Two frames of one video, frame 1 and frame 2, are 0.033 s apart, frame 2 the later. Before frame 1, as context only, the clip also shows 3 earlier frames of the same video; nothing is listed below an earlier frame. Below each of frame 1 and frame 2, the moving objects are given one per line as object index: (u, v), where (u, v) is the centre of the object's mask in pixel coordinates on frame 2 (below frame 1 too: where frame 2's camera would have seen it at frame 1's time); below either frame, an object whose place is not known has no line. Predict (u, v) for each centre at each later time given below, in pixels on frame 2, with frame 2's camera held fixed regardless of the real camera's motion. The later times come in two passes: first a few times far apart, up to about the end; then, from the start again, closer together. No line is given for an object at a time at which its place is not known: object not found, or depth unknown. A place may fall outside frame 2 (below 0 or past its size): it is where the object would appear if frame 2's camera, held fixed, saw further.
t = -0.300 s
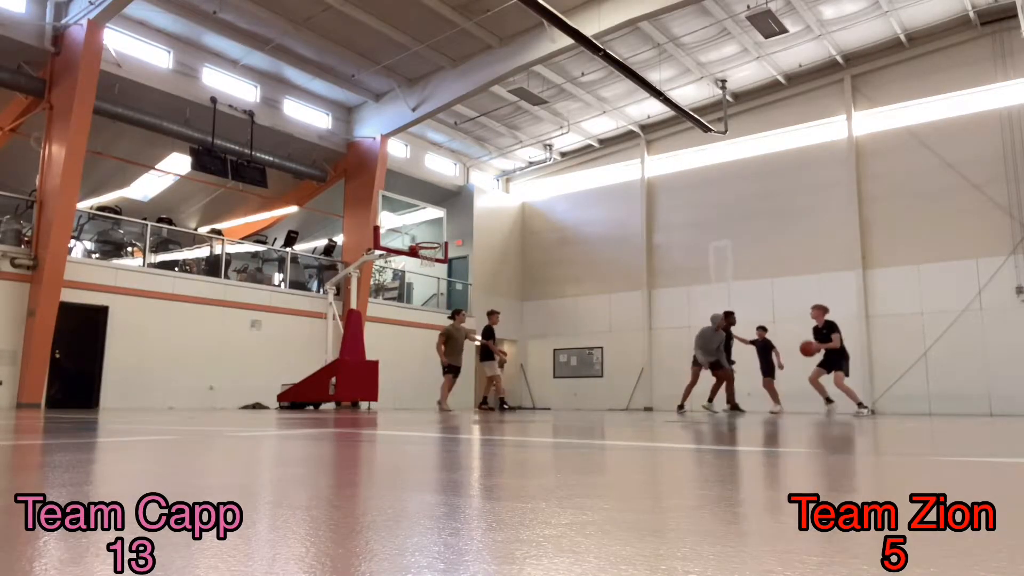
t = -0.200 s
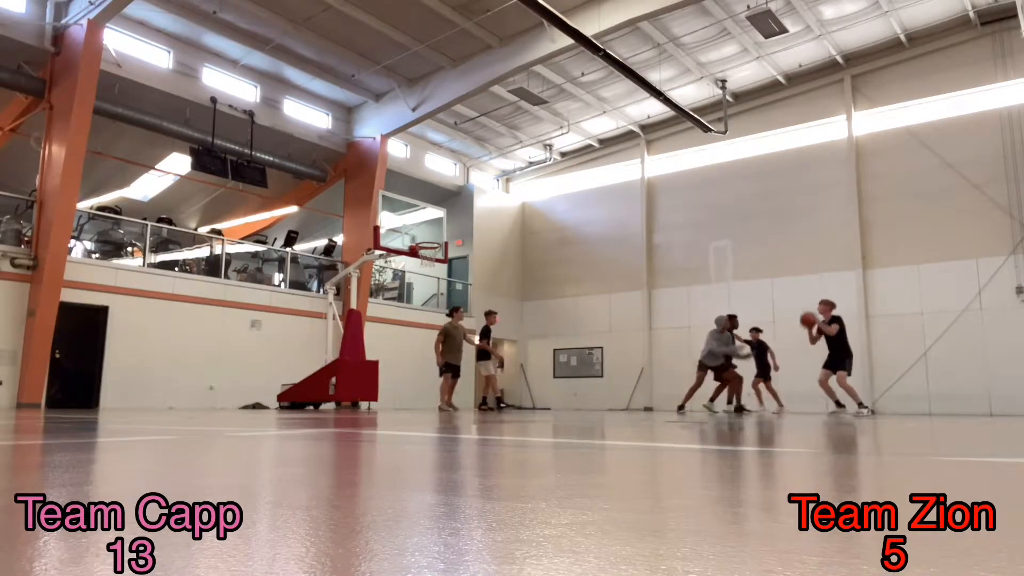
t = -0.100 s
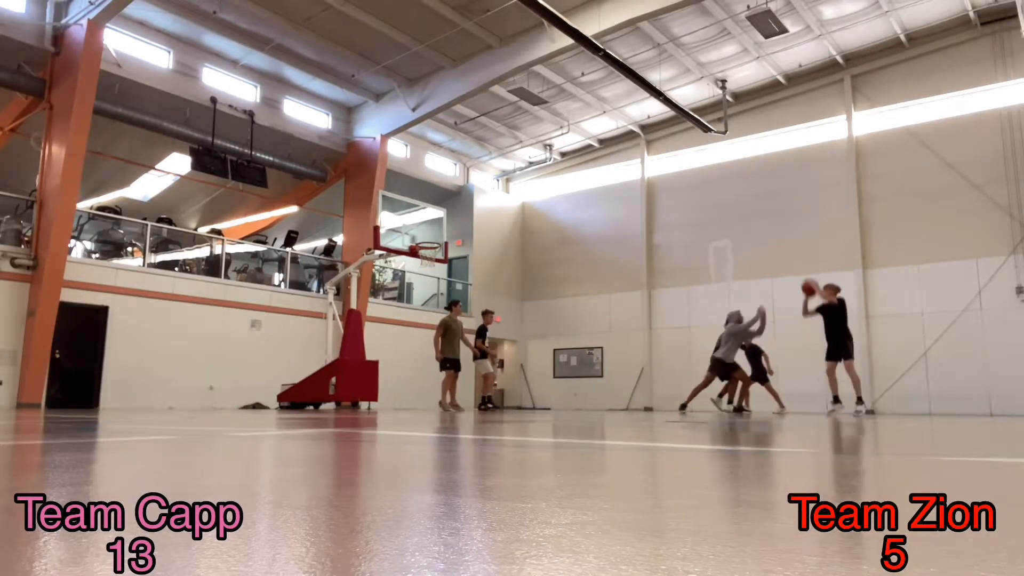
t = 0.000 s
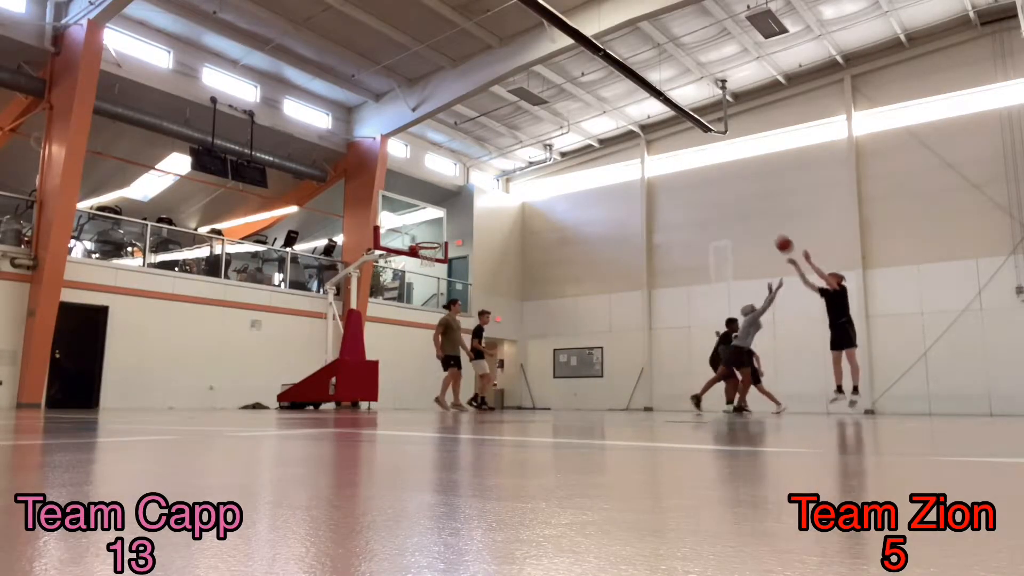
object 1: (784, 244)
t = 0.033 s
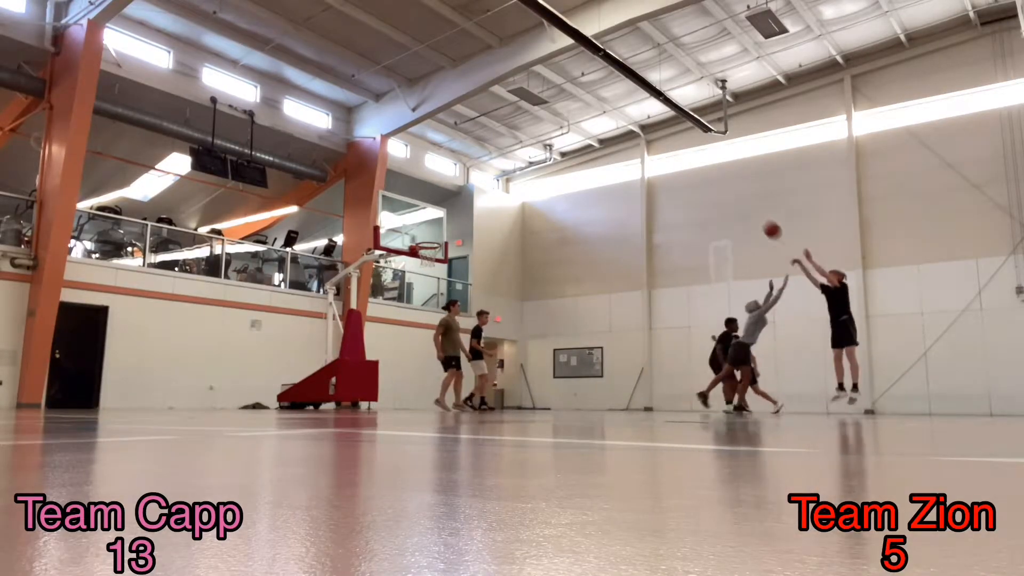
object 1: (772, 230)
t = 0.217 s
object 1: (712, 170)
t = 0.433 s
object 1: (649, 128)
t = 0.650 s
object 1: (594, 116)
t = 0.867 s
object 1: (543, 129)
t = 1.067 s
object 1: (499, 160)
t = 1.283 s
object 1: (453, 216)
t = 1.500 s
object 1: (422, 231)
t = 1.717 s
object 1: (432, 225)
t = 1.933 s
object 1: (450, 240)
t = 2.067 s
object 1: (462, 261)
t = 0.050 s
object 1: (766, 223)
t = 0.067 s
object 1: (760, 217)
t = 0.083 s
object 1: (755, 211)
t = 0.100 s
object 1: (749, 205)
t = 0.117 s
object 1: (744, 199)
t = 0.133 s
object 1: (738, 193)
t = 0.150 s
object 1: (733, 188)
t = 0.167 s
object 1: (728, 182)
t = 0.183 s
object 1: (722, 178)
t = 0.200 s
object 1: (717, 173)
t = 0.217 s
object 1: (712, 170)
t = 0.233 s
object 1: (707, 167)
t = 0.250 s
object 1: (702, 162)
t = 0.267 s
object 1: (697, 155)
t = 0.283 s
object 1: (692, 151)
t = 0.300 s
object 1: (687, 148)
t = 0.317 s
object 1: (682, 145)
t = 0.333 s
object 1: (677, 143)
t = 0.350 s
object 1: (673, 140)
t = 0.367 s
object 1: (668, 137)
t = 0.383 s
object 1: (664, 135)
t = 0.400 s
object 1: (659, 133)
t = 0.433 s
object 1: (649, 128)
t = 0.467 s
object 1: (641, 125)
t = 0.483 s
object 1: (637, 123)
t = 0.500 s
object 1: (632, 121)
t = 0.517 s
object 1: (627, 120)
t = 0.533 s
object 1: (623, 119)
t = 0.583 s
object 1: (610, 117)
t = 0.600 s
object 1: (606, 116)
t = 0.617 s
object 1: (602, 116)
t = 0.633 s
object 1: (598, 116)
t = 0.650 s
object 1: (594, 116)
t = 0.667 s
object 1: (590, 116)
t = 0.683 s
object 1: (586, 116)
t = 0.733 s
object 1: (573, 118)
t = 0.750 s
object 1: (570, 119)
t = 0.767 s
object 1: (566, 120)
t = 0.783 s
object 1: (562, 121)
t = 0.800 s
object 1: (558, 123)
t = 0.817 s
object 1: (554, 124)
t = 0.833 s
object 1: (550, 126)
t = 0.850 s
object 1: (546, 127)
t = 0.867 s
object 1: (543, 129)
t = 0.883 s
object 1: (539, 131)
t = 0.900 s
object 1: (535, 133)
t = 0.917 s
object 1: (531, 135)
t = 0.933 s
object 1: (528, 138)
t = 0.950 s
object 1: (524, 140)
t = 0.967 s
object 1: (520, 143)
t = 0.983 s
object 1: (517, 145)
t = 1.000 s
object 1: (513, 148)
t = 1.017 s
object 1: (509, 151)
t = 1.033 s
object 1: (506, 154)
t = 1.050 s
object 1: (503, 157)
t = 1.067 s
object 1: (499, 160)
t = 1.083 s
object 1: (495, 164)
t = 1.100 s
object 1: (492, 168)
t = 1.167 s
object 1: (476, 185)
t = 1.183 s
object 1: (473, 189)
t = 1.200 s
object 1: (470, 192)
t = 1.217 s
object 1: (467, 196)
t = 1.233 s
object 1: (464, 201)
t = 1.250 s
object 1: (460, 206)
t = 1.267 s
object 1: (457, 211)
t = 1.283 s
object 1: (453, 216)
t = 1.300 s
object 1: (450, 221)
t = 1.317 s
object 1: (447, 226)
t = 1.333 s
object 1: (443, 231)
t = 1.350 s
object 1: (440, 236)
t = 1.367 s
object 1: (438, 239)
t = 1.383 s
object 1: (436, 238)
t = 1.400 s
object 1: (434, 236)
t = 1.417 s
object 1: (432, 235)
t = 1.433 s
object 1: (430, 234)
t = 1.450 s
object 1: (428, 233)
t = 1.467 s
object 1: (426, 232)
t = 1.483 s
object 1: (424, 232)
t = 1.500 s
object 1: (422, 231)
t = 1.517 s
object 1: (420, 231)
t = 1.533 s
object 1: (418, 230)
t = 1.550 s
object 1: (418, 230)
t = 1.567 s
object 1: (419, 229)
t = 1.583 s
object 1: (420, 228)
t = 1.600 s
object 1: (422, 227)
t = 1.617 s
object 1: (423, 227)
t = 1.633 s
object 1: (425, 226)
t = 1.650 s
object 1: (426, 226)
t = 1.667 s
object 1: (428, 225)
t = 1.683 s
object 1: (429, 225)
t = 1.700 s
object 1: (430, 225)
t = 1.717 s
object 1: (432, 225)
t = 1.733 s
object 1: (433, 225)
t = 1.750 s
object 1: (434, 226)
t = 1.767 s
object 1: (436, 226)
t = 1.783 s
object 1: (437, 227)
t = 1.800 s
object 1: (438, 228)
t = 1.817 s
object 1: (440, 229)
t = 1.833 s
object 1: (441, 230)
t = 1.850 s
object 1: (443, 231)
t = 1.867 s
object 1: (444, 233)
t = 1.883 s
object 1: (446, 234)
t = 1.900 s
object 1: (447, 236)
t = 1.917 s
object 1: (448, 238)
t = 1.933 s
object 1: (450, 240)
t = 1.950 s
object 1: (451, 242)
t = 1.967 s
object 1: (453, 244)
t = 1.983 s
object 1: (454, 246)
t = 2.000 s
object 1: (456, 249)
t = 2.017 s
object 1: (457, 251)
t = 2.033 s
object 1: (458, 255)
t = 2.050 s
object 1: (460, 257)
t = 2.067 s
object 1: (462, 261)
